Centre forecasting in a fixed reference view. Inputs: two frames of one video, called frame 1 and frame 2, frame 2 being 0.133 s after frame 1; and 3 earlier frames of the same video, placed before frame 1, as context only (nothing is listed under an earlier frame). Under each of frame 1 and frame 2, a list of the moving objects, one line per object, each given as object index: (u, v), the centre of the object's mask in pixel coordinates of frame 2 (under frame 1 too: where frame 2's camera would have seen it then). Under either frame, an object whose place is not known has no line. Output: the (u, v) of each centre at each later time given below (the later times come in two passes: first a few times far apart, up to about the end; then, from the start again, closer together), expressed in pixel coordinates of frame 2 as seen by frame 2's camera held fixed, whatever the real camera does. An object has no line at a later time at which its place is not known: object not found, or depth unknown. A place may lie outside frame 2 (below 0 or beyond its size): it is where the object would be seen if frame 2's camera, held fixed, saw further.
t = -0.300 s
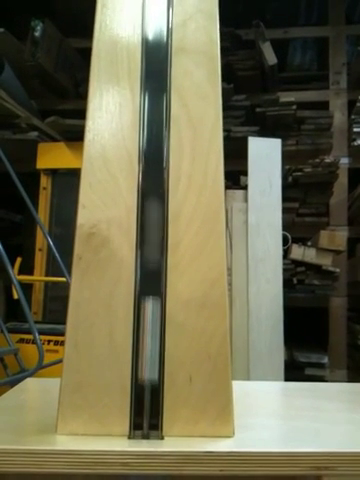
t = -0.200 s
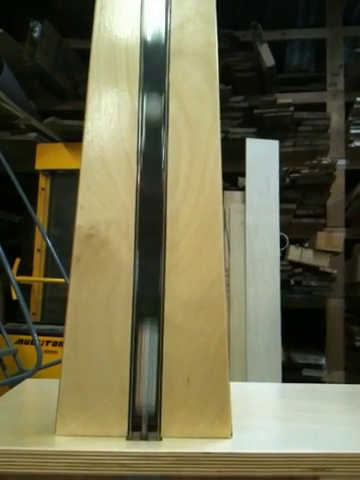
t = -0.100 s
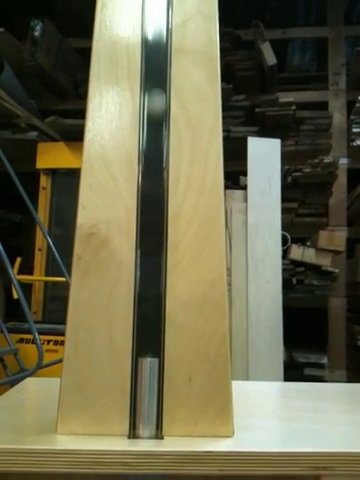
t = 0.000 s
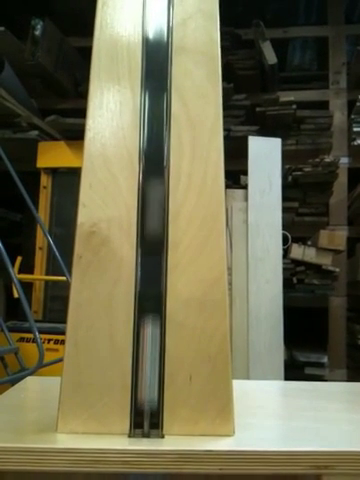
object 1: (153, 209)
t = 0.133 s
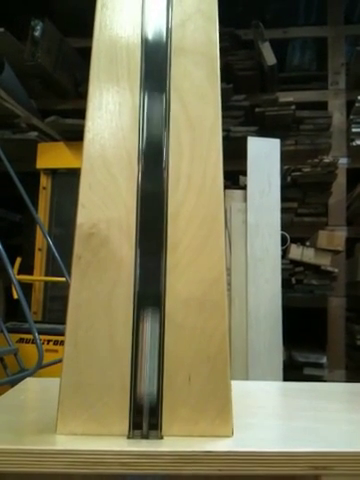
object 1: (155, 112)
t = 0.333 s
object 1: (154, 97)
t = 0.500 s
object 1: (151, 227)
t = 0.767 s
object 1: (151, 180)
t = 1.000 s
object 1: (149, 228)
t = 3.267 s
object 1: (149, 252)
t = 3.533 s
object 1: (152, 212)
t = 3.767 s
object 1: (149, 244)
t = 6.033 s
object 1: (151, 191)
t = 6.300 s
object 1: (149, 253)
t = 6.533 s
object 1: (155, 110)
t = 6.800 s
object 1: (156, 114)
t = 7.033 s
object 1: (149, 265)
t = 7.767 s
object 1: (151, 210)
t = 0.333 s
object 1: (154, 97)
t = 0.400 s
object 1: (151, 194)
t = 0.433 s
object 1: (149, 256)
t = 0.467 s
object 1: (150, 257)
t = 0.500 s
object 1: (151, 227)
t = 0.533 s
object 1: (151, 212)
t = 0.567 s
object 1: (151, 211)
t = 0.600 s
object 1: (151, 221)
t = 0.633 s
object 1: (150, 244)
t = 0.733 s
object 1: (150, 228)
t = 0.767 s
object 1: (151, 180)
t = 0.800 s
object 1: (152, 146)
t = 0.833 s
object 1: (153, 131)
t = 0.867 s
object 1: (153, 127)
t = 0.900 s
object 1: (153, 133)
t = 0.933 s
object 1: (152, 152)
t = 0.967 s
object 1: (150, 184)
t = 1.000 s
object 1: (149, 228)
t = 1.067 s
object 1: (150, 259)
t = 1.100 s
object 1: (152, 187)
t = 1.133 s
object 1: (153, 135)
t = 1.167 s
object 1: (154, 94)
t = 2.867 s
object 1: (152, 209)
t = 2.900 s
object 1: (152, 153)
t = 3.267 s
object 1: (149, 252)
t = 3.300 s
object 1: (149, 227)
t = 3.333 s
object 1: (150, 219)
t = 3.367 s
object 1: (149, 222)
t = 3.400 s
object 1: (149, 237)
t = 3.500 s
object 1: (150, 263)
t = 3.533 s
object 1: (152, 212)
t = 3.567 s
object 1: (152, 174)
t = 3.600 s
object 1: (152, 152)
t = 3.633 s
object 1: (151, 147)
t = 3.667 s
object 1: (152, 151)
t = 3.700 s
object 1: (151, 169)
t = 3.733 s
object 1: (150, 200)
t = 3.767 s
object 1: (149, 244)
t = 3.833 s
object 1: (149, 270)
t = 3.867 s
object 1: (151, 201)
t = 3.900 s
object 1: (153, 150)
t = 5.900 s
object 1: (153, 163)
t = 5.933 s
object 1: (153, 205)
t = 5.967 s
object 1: (151, 259)
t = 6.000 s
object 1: (150, 251)
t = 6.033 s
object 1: (151, 191)
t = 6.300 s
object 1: (149, 253)
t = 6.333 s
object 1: (150, 256)
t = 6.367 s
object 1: (152, 197)
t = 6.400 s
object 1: (153, 151)
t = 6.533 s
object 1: (155, 110)
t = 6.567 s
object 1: (155, 129)
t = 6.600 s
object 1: (153, 162)
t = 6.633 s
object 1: (152, 208)
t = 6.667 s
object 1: (151, 259)
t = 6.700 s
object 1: (151, 237)
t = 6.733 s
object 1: (153, 182)
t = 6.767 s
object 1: (155, 141)
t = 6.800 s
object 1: (156, 114)
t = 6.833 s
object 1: (156, 105)
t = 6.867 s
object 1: (156, 106)
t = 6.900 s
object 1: (155, 117)
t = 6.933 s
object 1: (155, 142)
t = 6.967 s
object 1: (152, 181)
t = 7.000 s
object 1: (151, 229)
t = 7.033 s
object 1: (149, 265)
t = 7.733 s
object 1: (149, 261)
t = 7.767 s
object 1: (151, 210)
